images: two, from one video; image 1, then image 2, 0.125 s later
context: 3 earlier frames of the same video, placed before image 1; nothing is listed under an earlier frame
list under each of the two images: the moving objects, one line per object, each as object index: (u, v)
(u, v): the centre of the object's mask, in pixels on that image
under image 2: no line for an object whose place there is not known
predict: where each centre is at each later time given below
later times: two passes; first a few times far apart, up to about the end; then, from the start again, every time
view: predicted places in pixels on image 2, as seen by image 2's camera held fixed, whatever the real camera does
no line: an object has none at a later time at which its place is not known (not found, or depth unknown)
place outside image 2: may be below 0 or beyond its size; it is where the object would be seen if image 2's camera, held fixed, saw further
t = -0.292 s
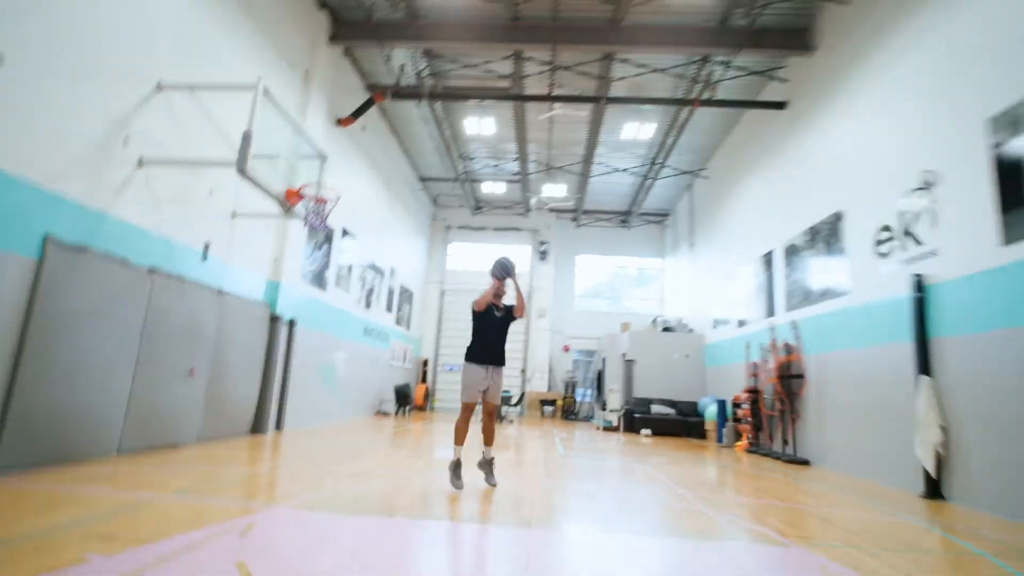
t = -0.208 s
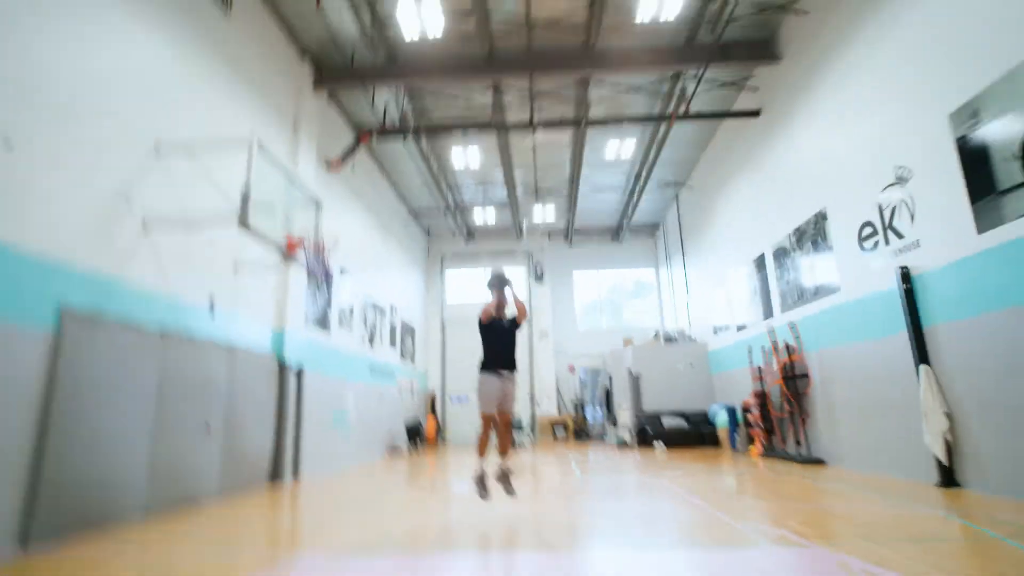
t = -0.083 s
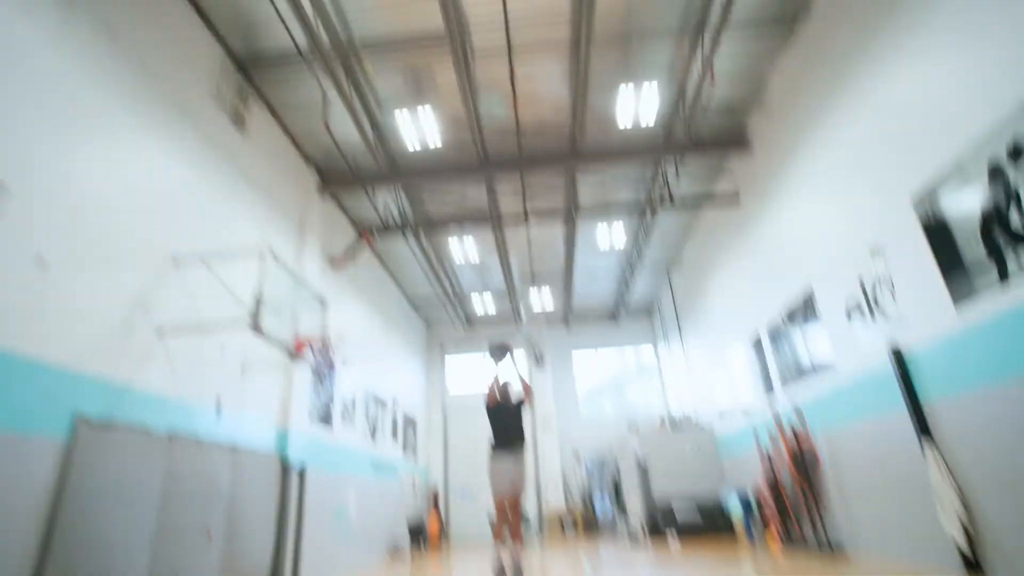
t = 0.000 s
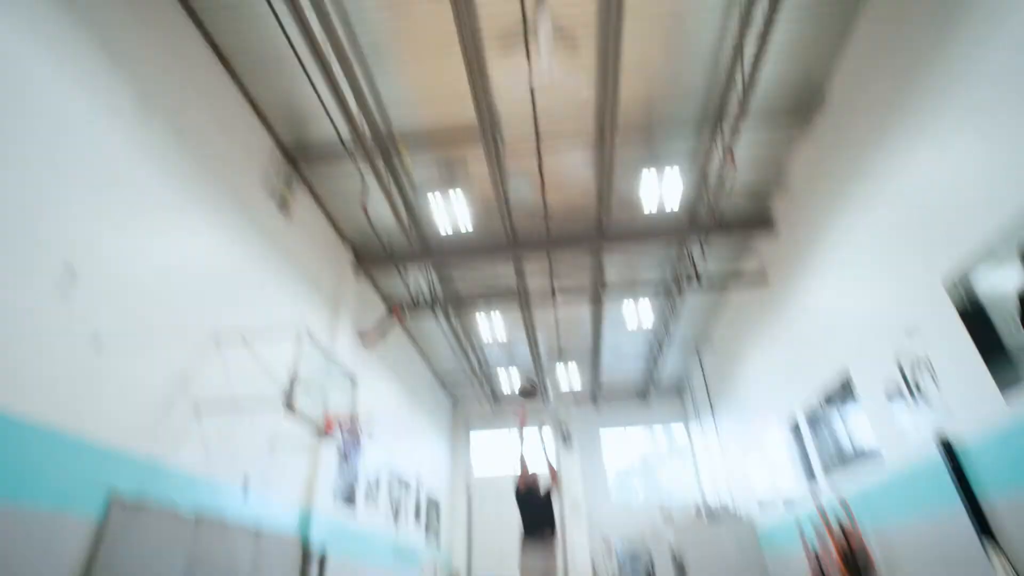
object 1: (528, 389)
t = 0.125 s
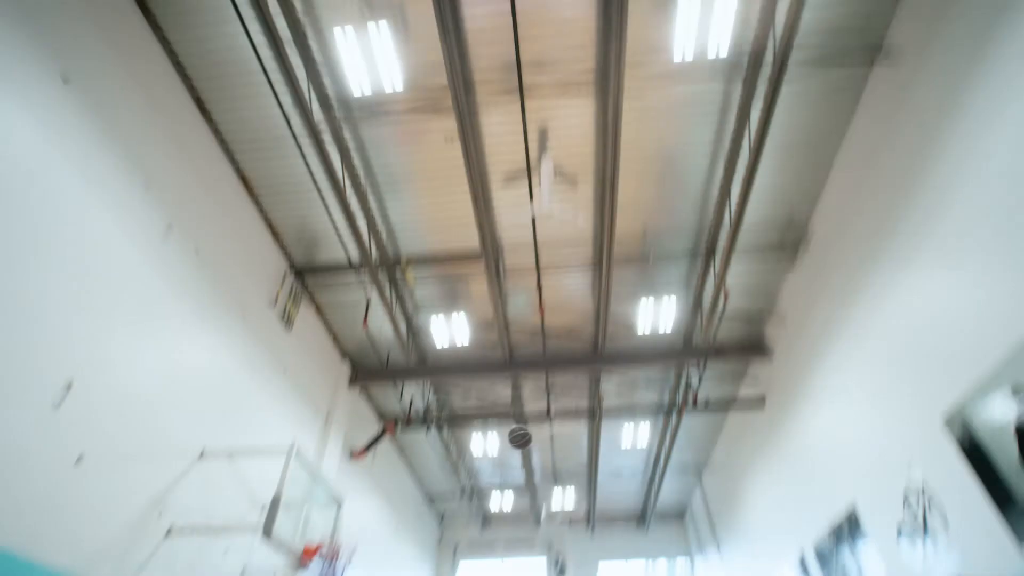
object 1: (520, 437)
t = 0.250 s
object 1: (518, 373)
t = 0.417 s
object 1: (522, 302)
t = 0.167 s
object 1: (520, 414)
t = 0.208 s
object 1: (520, 393)
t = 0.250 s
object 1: (518, 373)
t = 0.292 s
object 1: (519, 355)
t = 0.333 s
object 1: (520, 335)
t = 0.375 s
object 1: (521, 318)
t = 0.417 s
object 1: (522, 302)
